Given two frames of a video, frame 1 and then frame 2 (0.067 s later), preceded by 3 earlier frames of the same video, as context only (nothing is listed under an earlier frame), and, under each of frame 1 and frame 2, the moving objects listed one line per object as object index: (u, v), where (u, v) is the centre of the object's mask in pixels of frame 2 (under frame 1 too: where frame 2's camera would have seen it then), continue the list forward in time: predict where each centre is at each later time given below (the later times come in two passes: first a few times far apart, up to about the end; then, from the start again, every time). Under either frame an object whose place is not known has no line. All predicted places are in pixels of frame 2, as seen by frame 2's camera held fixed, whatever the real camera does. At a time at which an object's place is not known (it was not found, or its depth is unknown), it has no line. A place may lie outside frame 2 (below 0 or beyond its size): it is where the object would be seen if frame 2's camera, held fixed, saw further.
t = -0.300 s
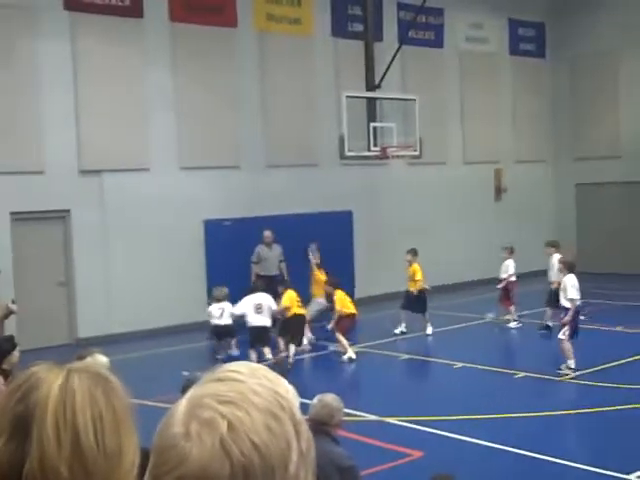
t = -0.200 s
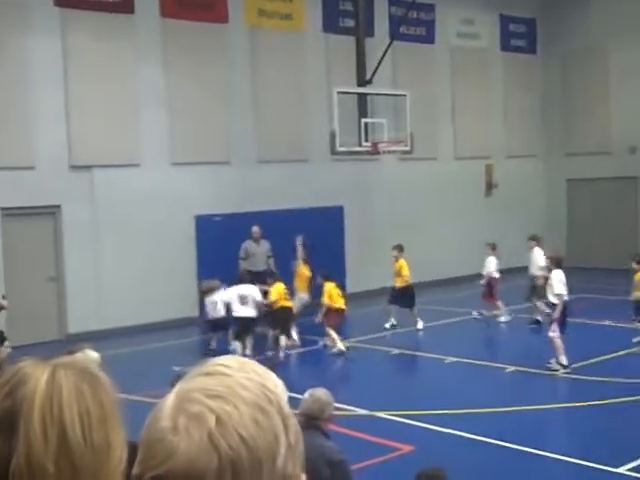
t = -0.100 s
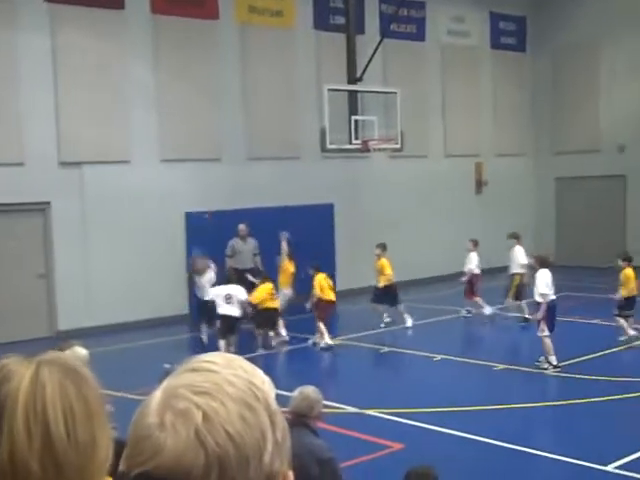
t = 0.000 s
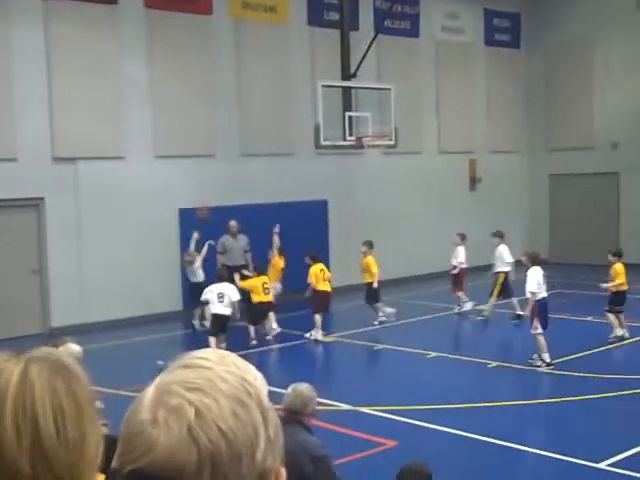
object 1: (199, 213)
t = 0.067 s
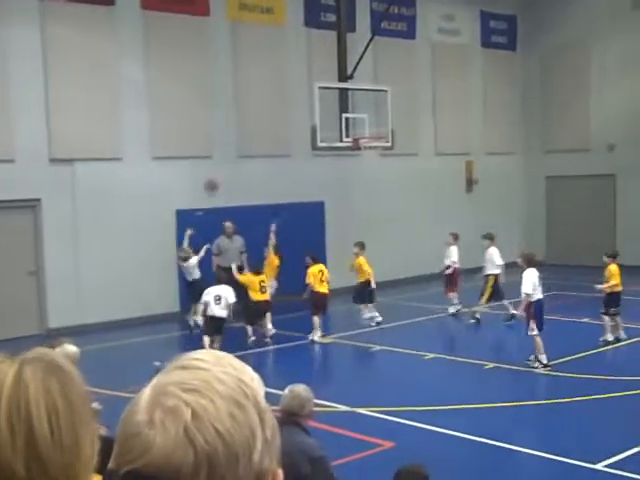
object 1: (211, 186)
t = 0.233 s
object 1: (238, 132)
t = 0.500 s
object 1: (281, 81)
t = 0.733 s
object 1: (316, 76)
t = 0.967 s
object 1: (352, 102)
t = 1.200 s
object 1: (377, 119)
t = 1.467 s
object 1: (396, 107)
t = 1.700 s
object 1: (416, 136)
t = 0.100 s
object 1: (216, 173)
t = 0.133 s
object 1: (221, 161)
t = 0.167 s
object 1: (227, 150)
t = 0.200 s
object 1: (233, 141)
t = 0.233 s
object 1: (238, 132)
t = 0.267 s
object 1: (243, 122)
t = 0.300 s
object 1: (249, 114)
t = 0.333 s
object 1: (254, 106)
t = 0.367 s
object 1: (260, 99)
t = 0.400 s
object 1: (265, 93)
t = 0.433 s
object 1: (270, 88)
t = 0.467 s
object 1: (276, 85)
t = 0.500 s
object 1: (281, 81)
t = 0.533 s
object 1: (286, 78)
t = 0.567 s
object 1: (291, 76)
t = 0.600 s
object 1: (296, 74)
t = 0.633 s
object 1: (301, 73)
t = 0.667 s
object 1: (306, 74)
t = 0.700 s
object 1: (310, 74)
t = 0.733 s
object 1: (316, 76)
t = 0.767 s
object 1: (321, 79)
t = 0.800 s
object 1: (325, 81)
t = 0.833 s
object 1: (330, 83)
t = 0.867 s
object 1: (336, 88)
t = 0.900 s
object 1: (340, 93)
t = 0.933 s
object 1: (350, 98)
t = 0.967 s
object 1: (352, 102)
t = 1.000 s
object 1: (356, 109)
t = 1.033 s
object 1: (360, 117)
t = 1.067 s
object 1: (365, 125)
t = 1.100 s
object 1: (370, 132)
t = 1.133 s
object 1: (373, 130)
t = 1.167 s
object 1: (374, 123)
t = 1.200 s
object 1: (377, 119)
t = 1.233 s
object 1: (379, 115)
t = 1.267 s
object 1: (382, 113)
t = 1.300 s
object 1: (384, 111)
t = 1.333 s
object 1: (386, 108)
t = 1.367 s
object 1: (389, 107)
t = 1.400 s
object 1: (391, 106)
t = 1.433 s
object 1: (395, 106)
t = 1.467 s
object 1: (396, 107)
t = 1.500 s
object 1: (400, 109)
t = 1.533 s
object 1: (402, 111)
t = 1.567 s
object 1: (405, 116)
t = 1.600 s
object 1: (408, 119)
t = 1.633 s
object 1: (410, 125)
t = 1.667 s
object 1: (413, 130)
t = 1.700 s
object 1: (416, 136)
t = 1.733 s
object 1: (419, 143)
